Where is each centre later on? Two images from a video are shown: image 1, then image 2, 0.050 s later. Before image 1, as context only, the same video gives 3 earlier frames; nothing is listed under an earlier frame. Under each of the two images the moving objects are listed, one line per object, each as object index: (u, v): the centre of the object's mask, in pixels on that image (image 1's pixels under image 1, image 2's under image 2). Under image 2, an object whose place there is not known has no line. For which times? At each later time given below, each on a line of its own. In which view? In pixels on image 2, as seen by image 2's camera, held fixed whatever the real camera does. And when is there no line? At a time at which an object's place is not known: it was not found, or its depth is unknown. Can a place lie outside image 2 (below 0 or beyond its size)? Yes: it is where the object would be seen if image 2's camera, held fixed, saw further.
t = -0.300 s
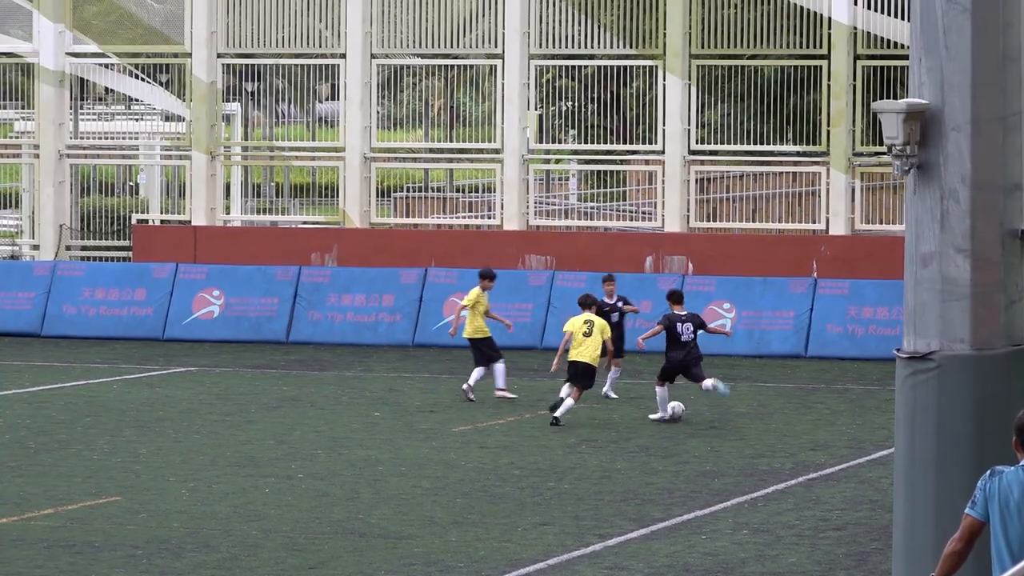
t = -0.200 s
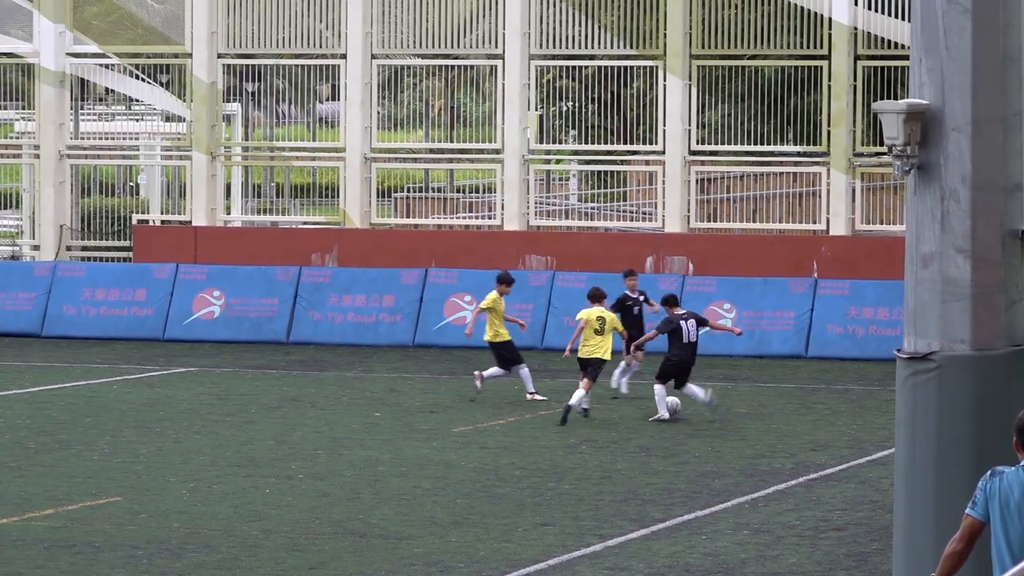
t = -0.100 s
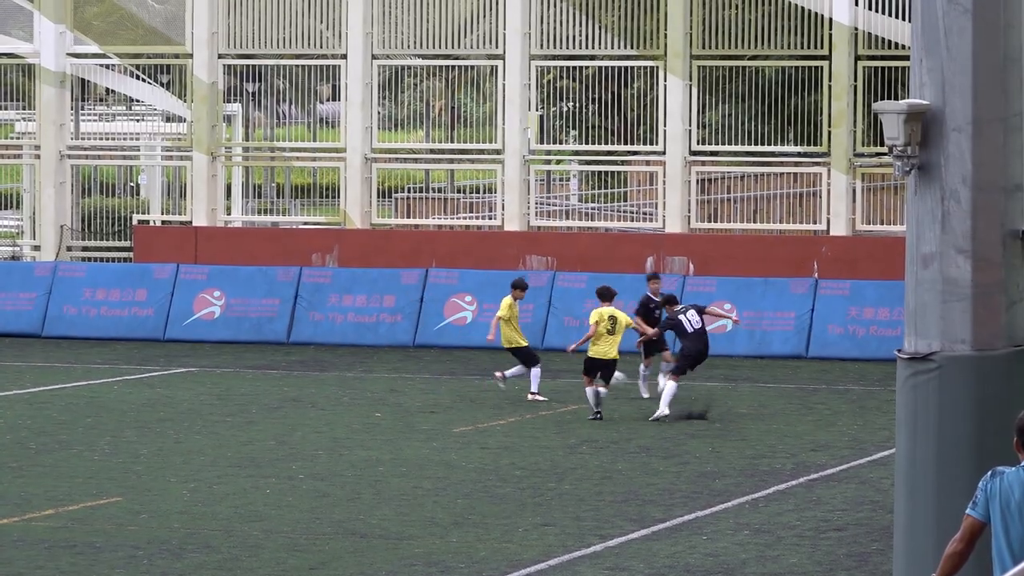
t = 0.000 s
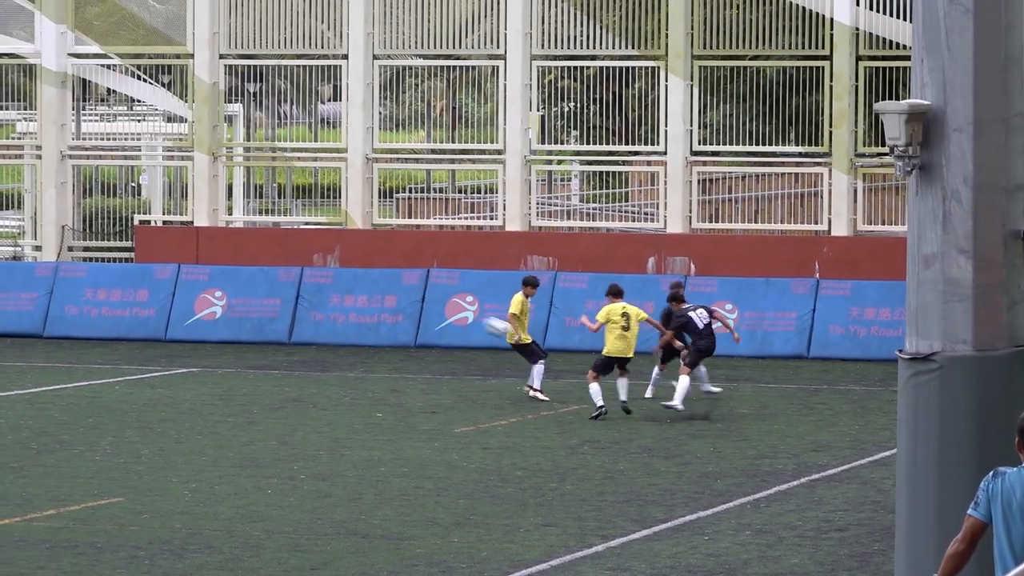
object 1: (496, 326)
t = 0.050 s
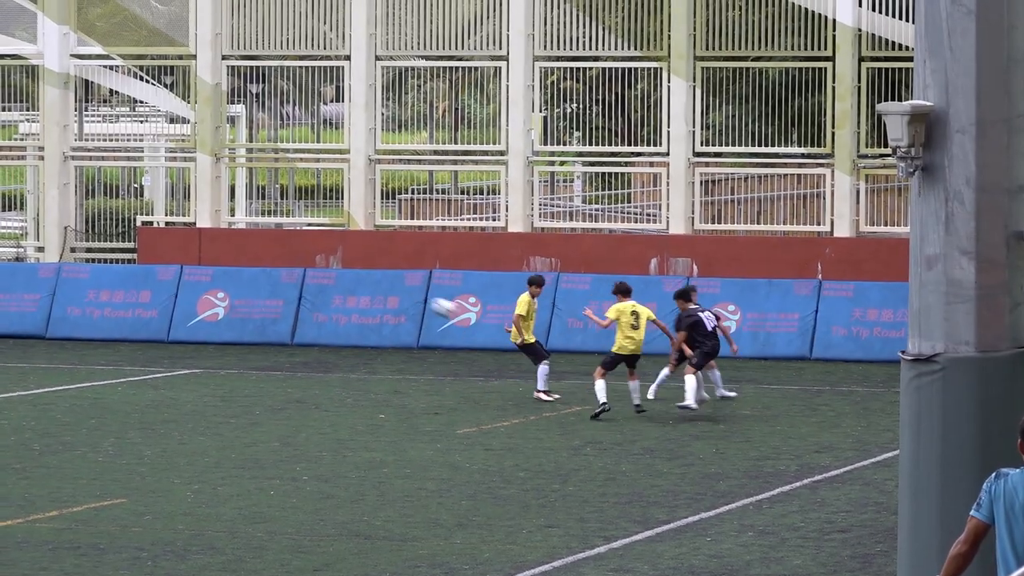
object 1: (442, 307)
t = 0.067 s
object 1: (426, 300)
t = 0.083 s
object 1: (407, 294)
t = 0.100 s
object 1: (390, 289)
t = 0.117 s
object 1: (372, 283)
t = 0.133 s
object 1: (354, 279)
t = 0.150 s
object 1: (337, 274)
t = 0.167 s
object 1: (320, 269)
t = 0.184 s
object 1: (302, 263)
